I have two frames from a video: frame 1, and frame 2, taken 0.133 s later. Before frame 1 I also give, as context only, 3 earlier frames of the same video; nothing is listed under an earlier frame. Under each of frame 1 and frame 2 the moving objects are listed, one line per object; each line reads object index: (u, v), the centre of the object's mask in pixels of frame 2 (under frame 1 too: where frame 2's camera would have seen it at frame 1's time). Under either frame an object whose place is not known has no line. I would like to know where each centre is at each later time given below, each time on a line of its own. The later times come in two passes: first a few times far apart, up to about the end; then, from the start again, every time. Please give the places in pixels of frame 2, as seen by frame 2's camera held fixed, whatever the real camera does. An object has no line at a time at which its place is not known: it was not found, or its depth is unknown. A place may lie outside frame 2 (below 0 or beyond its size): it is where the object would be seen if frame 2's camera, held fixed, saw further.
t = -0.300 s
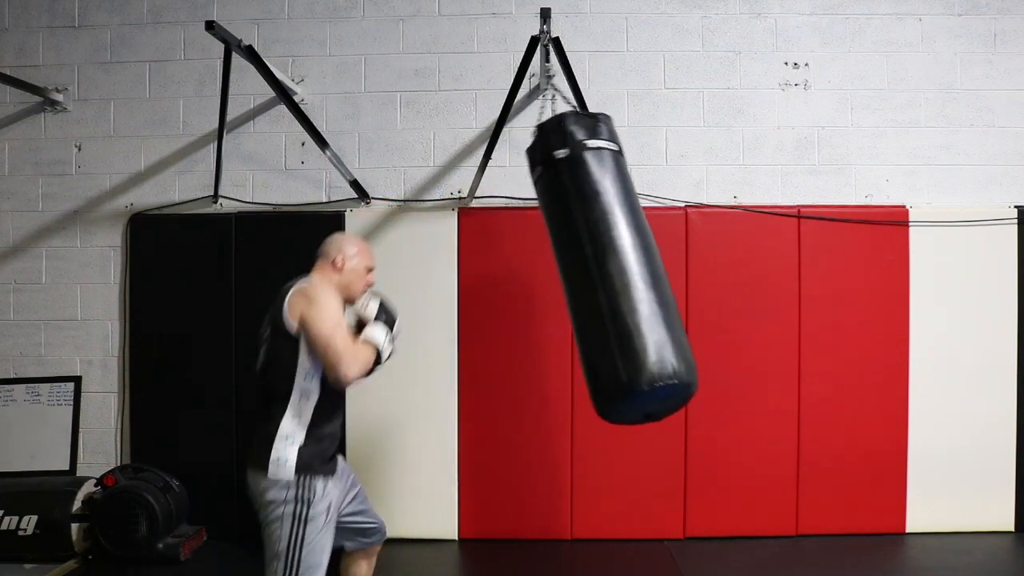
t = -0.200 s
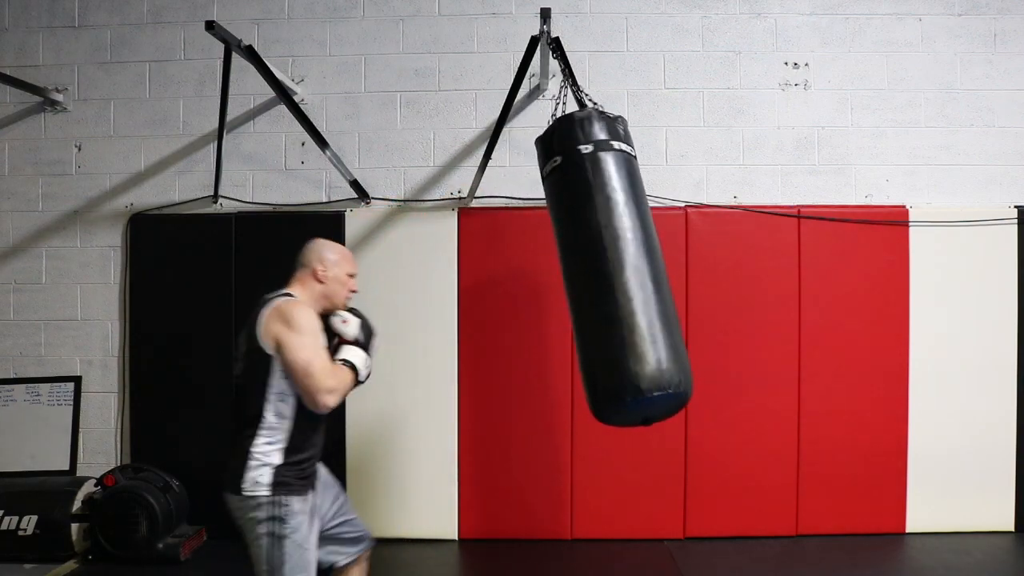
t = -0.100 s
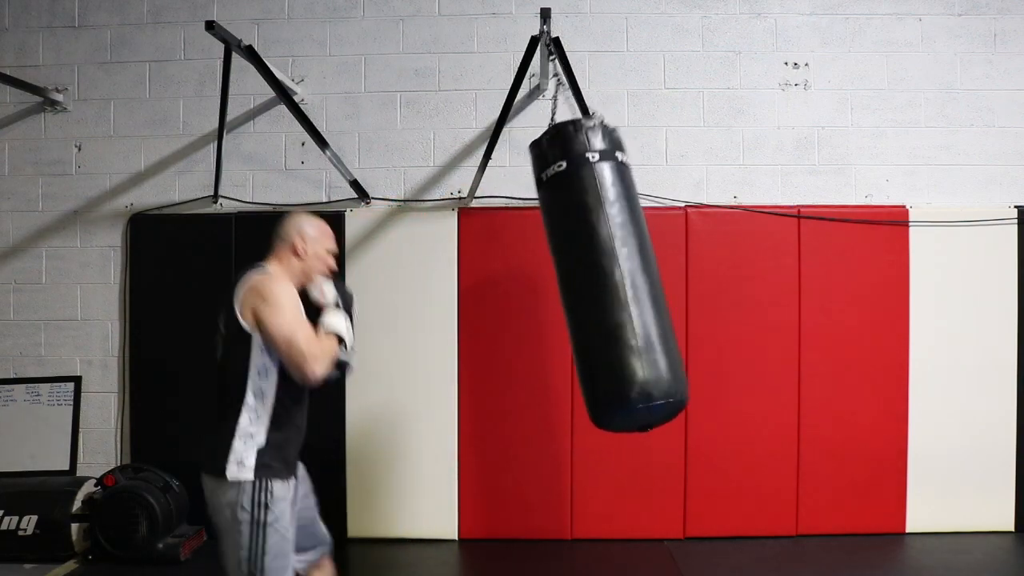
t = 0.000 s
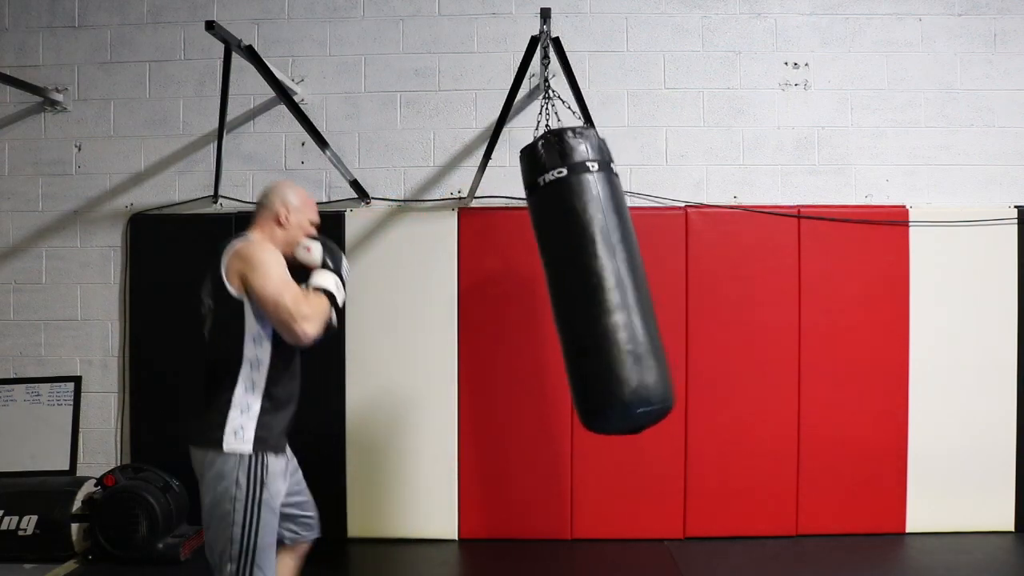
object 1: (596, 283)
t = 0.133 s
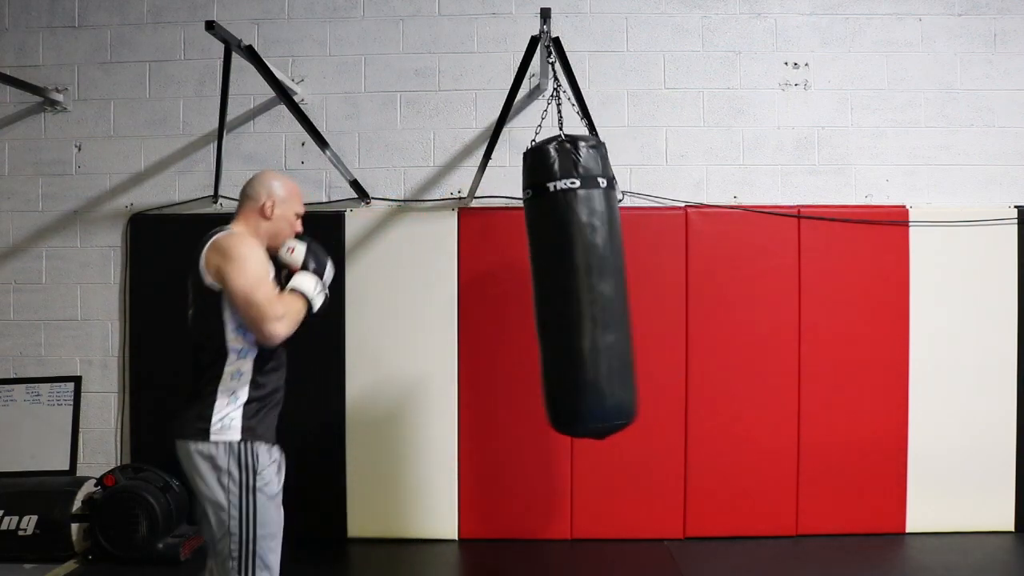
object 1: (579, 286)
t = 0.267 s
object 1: (556, 286)
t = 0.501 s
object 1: (521, 271)
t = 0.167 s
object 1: (574, 286)
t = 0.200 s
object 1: (568, 287)
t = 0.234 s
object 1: (562, 288)
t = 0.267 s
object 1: (556, 286)
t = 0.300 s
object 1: (550, 284)
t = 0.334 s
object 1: (544, 282)
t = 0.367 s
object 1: (540, 280)
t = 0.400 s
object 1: (535, 278)
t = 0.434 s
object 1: (530, 276)
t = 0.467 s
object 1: (526, 273)
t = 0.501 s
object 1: (521, 271)
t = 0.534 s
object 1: (517, 270)
